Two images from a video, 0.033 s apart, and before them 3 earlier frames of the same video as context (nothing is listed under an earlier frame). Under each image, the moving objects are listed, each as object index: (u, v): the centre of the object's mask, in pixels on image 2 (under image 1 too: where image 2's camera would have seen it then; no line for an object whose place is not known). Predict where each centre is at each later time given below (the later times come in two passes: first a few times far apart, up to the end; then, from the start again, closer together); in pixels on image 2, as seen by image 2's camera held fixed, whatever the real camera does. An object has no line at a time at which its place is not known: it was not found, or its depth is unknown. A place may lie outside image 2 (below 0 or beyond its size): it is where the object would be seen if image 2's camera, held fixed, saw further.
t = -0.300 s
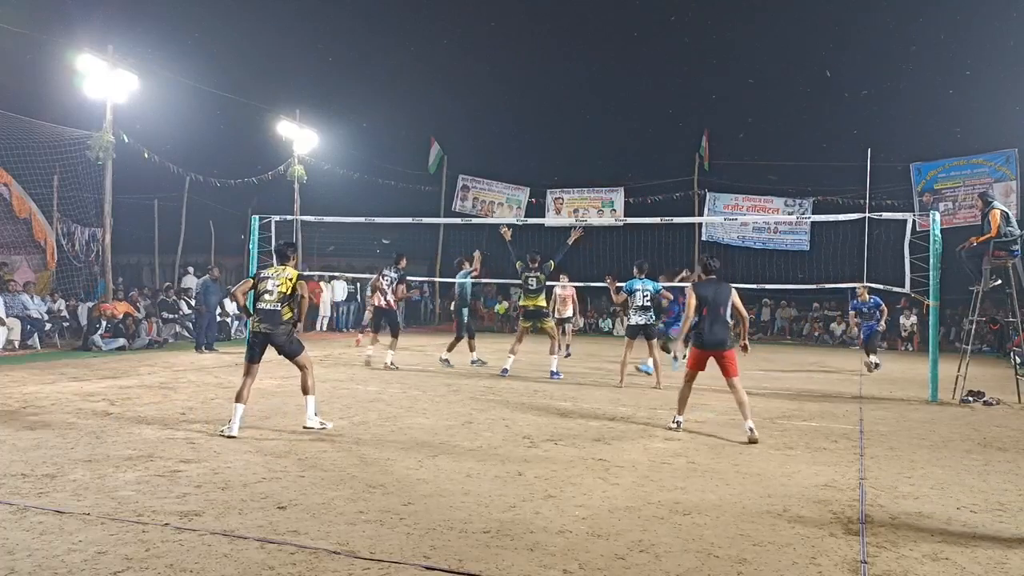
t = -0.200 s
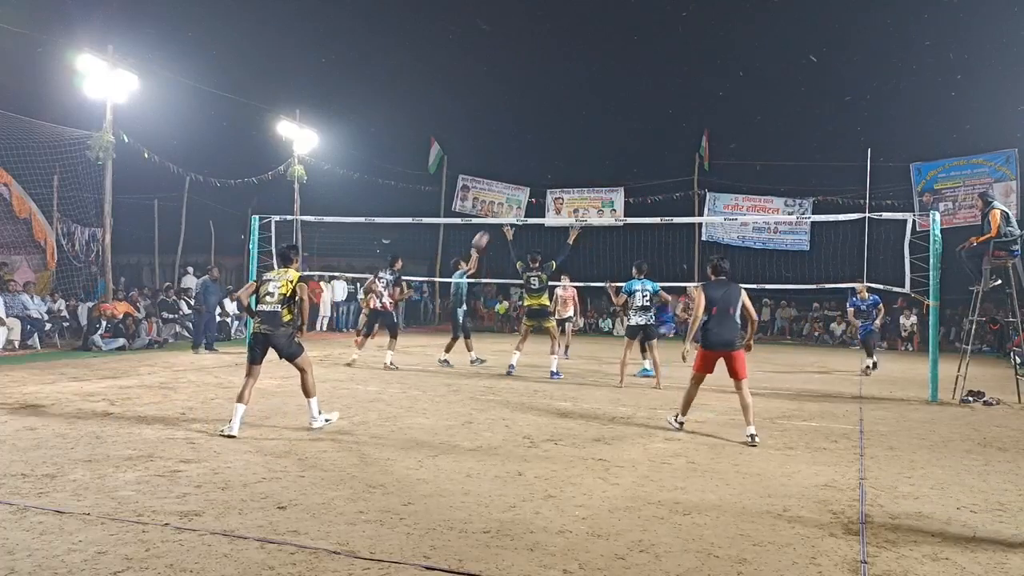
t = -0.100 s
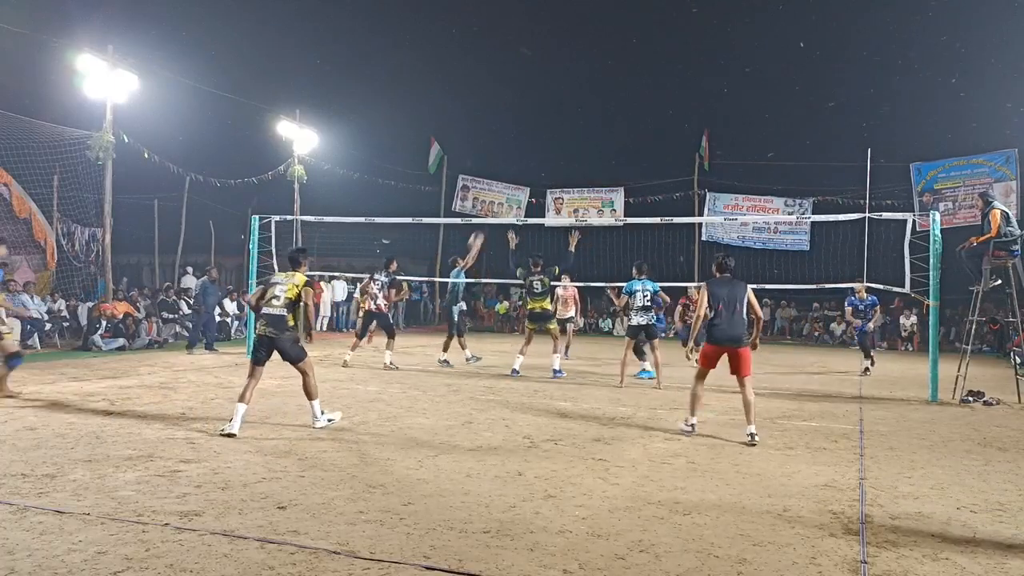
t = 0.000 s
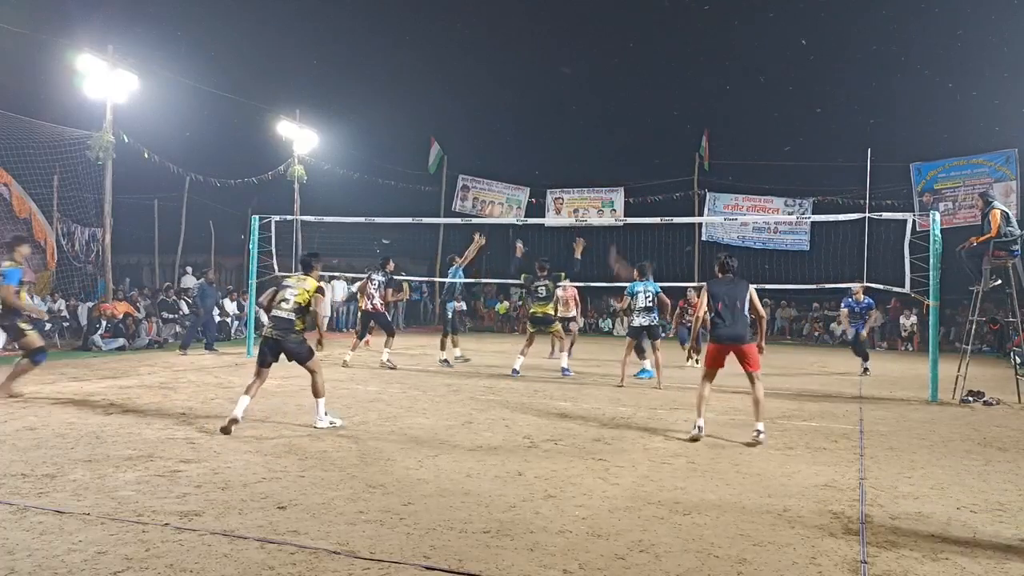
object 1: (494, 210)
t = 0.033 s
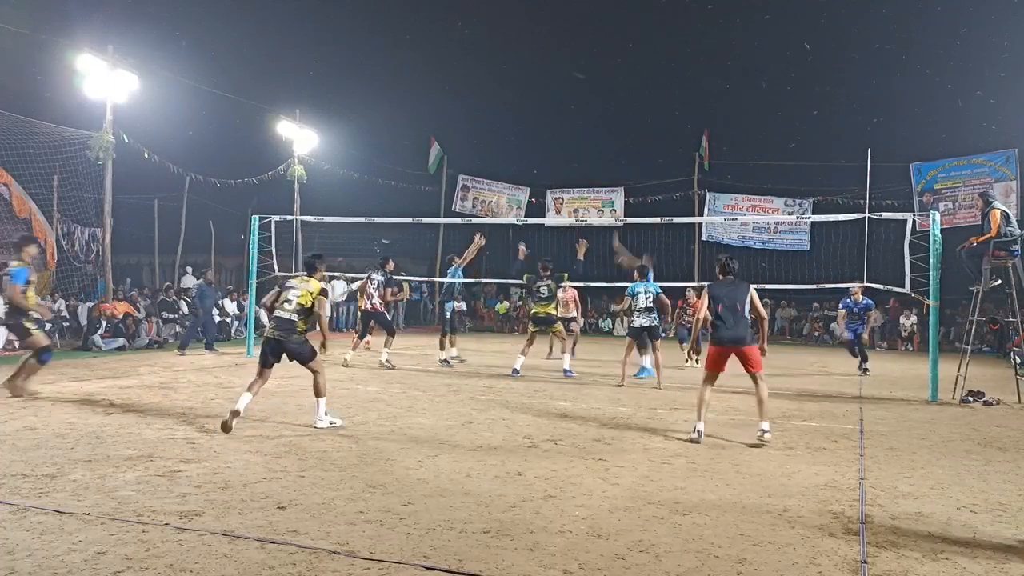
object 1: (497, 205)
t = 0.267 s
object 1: (541, 158)
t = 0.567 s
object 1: (595, 150)
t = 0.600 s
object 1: (601, 153)
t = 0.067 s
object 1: (506, 194)
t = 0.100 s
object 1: (511, 185)
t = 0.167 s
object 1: (523, 172)
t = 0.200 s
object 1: (529, 167)
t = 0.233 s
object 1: (535, 162)
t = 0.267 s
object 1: (541, 158)
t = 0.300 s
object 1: (547, 154)
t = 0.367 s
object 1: (559, 149)
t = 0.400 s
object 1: (565, 147)
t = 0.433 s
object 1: (571, 146)
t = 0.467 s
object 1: (577, 146)
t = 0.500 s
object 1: (583, 147)
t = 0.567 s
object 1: (595, 150)
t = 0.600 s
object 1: (601, 153)
